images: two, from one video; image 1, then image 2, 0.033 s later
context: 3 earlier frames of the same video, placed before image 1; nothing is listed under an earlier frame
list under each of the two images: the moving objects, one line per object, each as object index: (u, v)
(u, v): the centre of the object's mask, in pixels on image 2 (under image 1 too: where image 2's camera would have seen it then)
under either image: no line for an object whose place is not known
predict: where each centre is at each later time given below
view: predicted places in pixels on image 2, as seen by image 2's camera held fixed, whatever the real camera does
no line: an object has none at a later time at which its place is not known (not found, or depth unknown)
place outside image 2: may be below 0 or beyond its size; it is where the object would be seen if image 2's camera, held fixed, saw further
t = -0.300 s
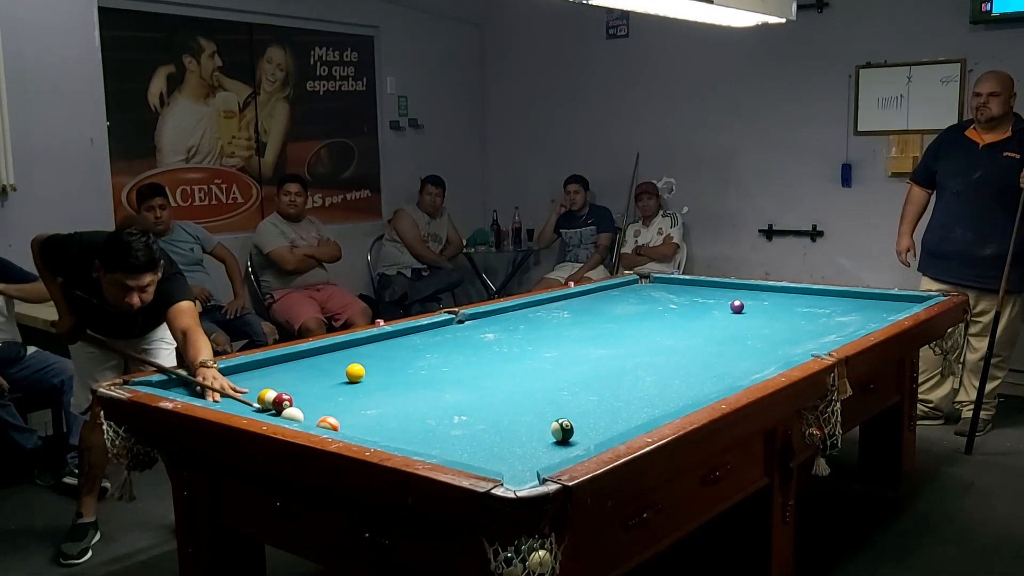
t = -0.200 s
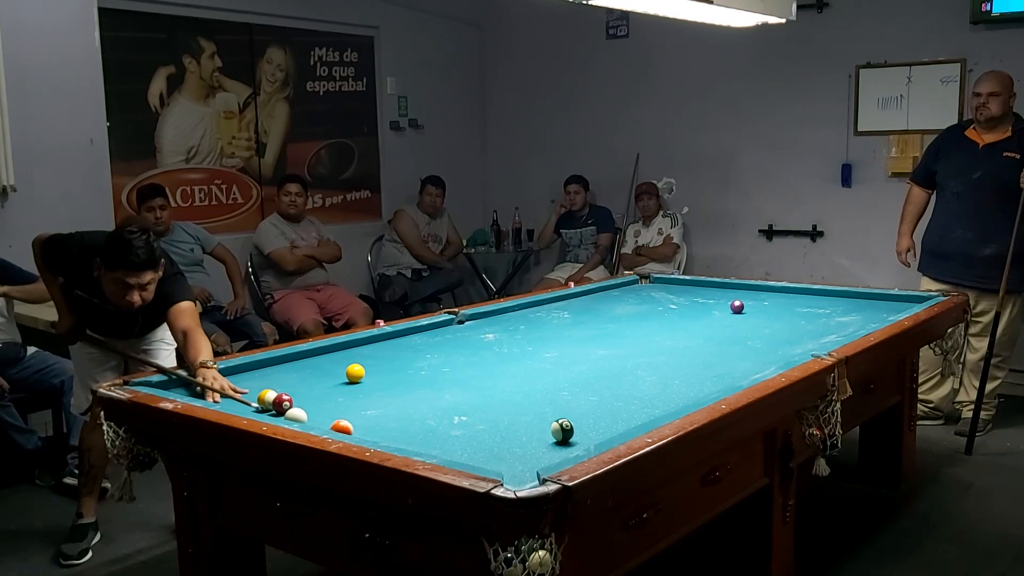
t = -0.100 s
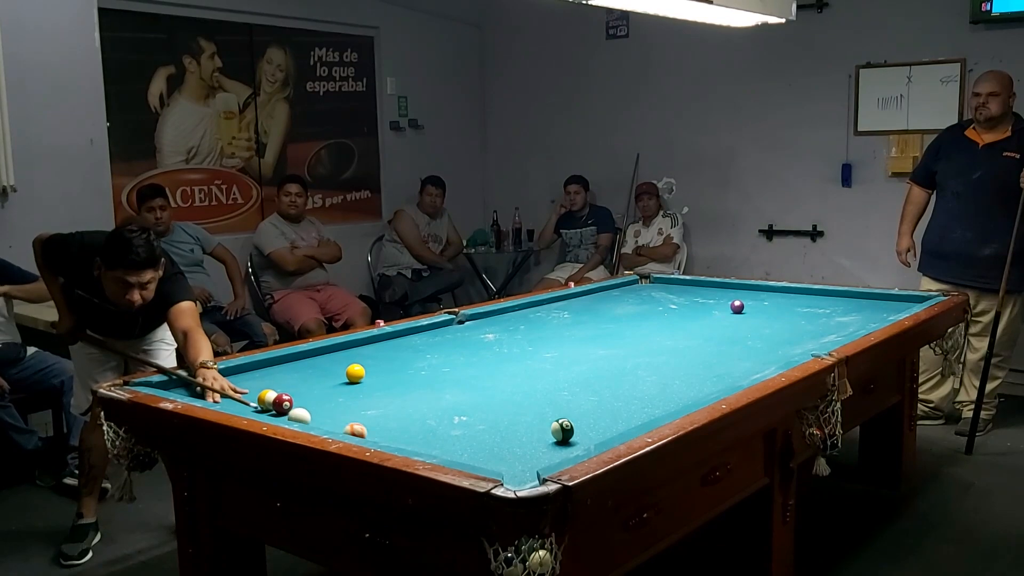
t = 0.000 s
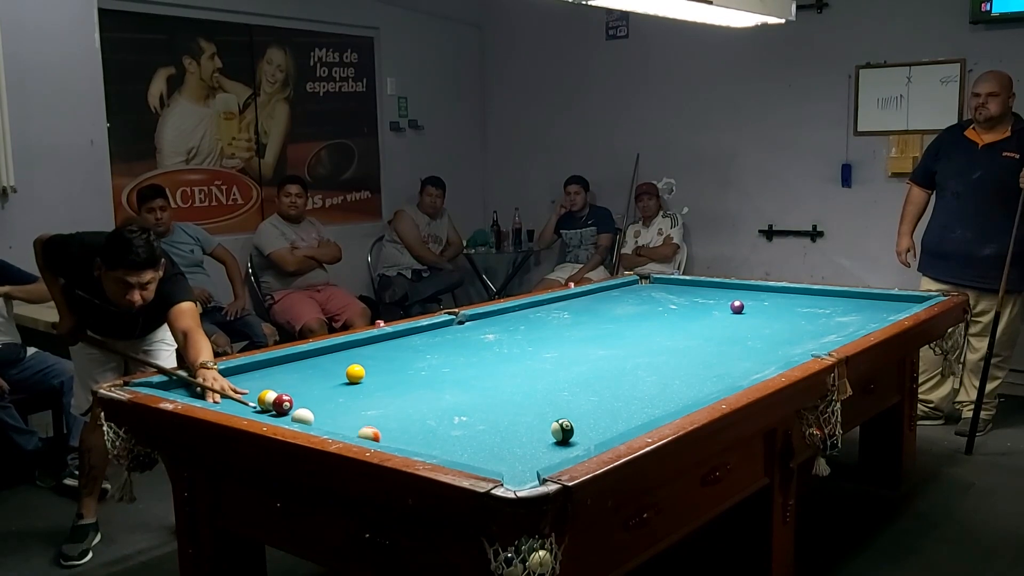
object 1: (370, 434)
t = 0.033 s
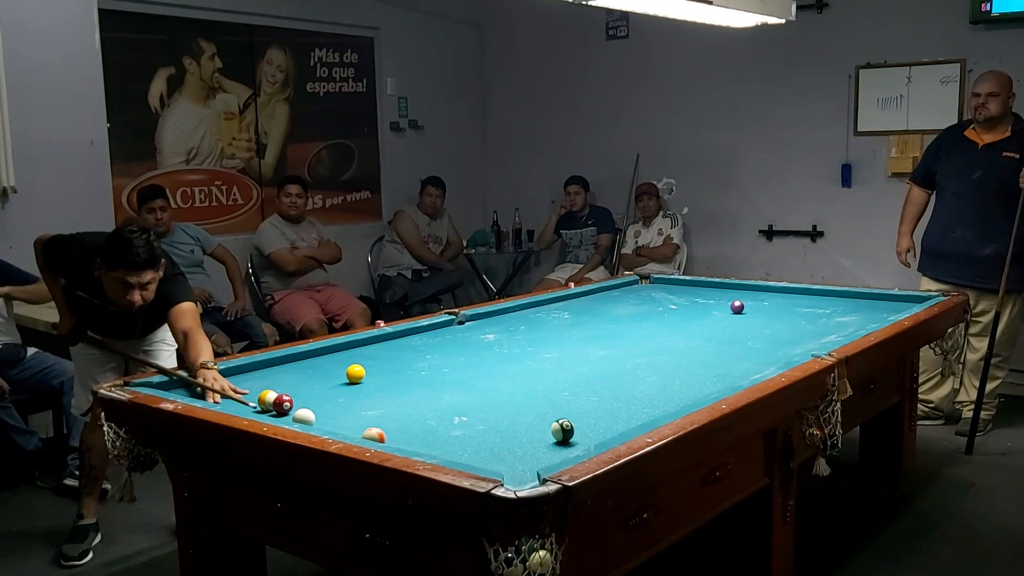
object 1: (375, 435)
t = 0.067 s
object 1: (379, 436)
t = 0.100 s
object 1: (384, 437)
